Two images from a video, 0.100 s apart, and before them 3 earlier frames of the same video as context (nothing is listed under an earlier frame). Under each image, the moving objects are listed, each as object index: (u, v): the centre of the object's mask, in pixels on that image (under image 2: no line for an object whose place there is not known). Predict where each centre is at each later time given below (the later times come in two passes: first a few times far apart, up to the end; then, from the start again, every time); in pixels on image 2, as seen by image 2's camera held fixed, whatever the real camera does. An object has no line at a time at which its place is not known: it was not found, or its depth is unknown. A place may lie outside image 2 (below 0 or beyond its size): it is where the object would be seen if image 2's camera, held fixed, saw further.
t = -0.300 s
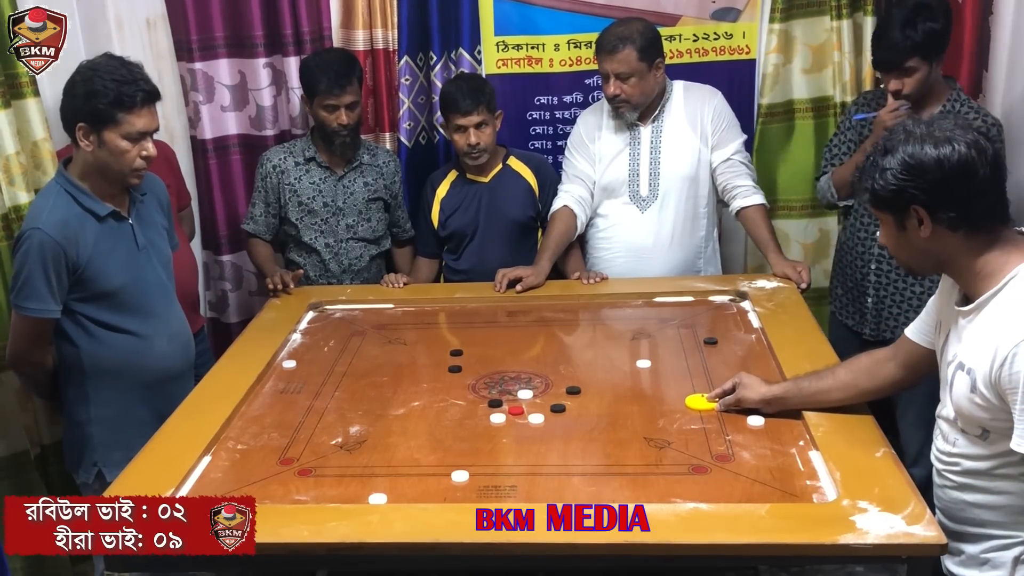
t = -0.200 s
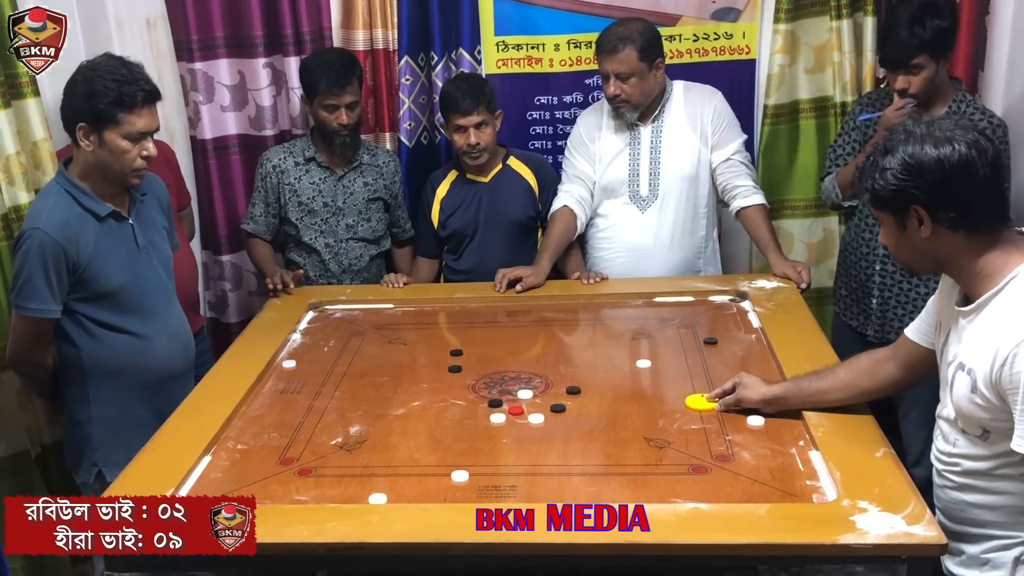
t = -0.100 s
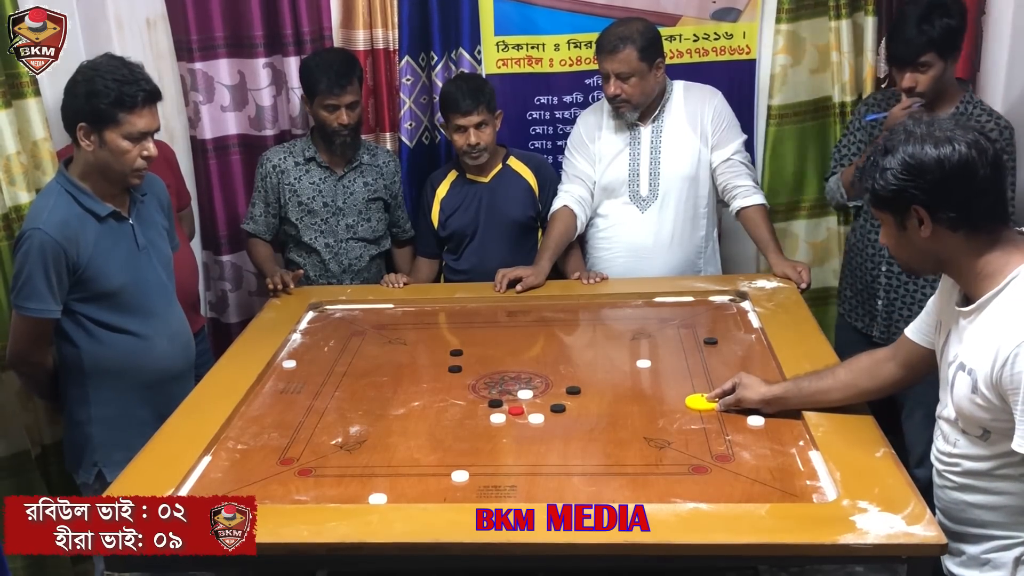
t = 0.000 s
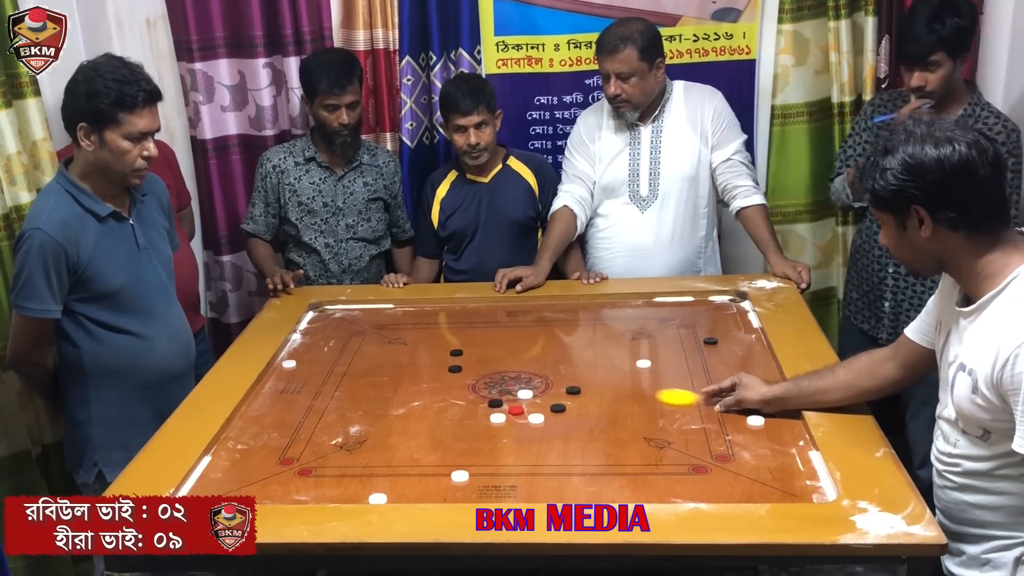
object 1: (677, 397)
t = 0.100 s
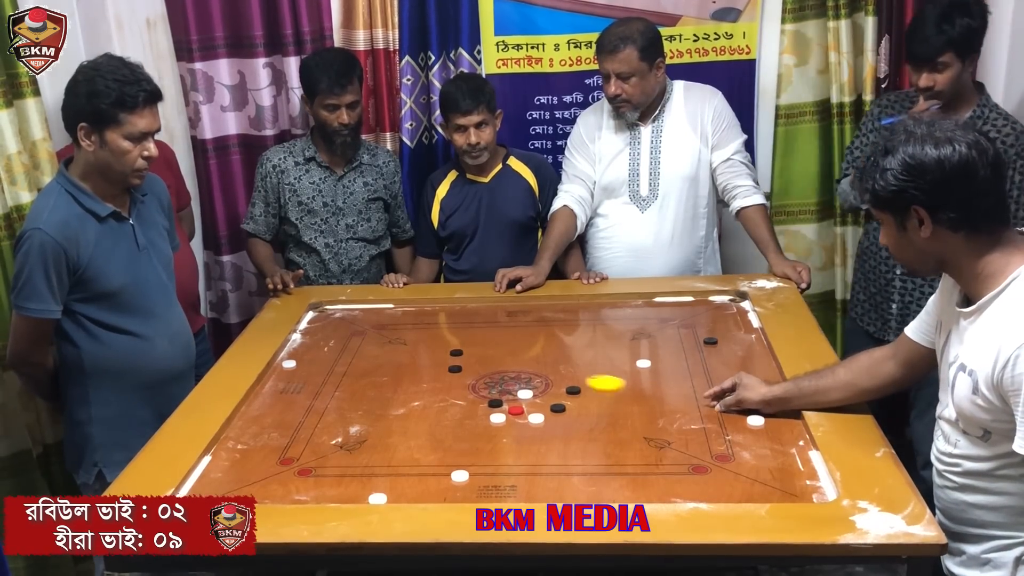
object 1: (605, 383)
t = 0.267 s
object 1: (506, 363)
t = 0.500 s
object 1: (423, 347)
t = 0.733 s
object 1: (372, 338)
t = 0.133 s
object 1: (584, 379)
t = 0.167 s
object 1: (562, 374)
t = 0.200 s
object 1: (543, 371)
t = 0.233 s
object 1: (525, 367)
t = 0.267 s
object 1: (506, 363)
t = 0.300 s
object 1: (489, 360)
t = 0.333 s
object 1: (473, 357)
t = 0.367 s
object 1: (462, 355)
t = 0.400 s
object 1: (451, 353)
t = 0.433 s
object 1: (441, 351)
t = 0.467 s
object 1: (432, 349)
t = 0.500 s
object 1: (423, 347)
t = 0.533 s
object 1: (414, 346)
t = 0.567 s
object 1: (406, 344)
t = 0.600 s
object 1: (398, 343)
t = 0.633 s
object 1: (391, 342)
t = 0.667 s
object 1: (384, 340)
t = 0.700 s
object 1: (378, 339)
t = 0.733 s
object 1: (372, 338)
